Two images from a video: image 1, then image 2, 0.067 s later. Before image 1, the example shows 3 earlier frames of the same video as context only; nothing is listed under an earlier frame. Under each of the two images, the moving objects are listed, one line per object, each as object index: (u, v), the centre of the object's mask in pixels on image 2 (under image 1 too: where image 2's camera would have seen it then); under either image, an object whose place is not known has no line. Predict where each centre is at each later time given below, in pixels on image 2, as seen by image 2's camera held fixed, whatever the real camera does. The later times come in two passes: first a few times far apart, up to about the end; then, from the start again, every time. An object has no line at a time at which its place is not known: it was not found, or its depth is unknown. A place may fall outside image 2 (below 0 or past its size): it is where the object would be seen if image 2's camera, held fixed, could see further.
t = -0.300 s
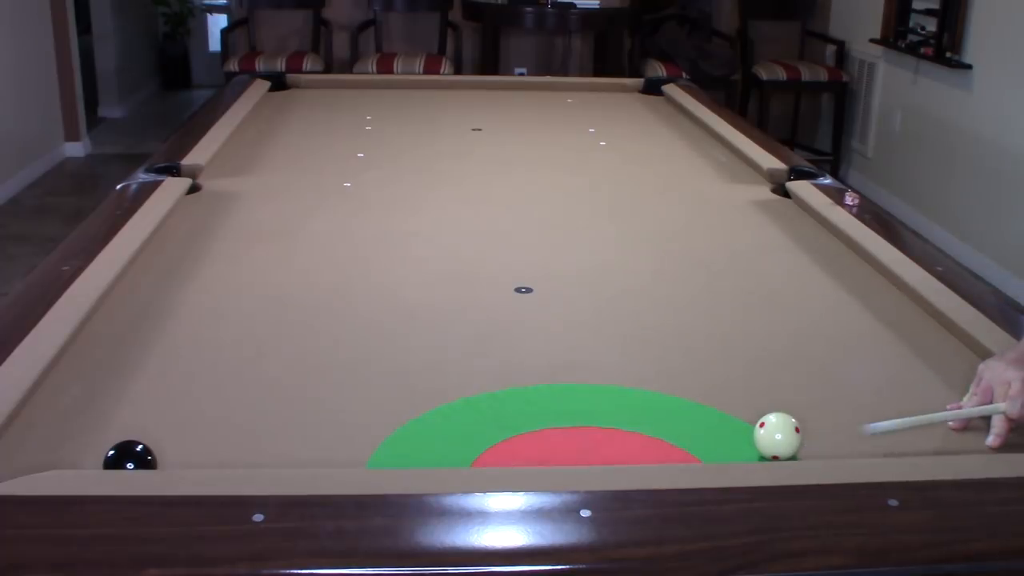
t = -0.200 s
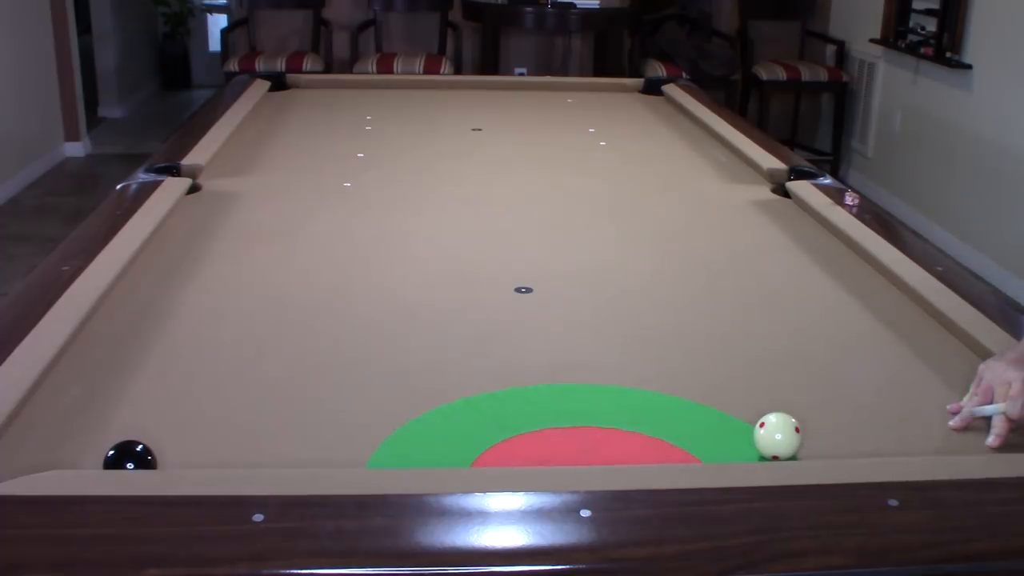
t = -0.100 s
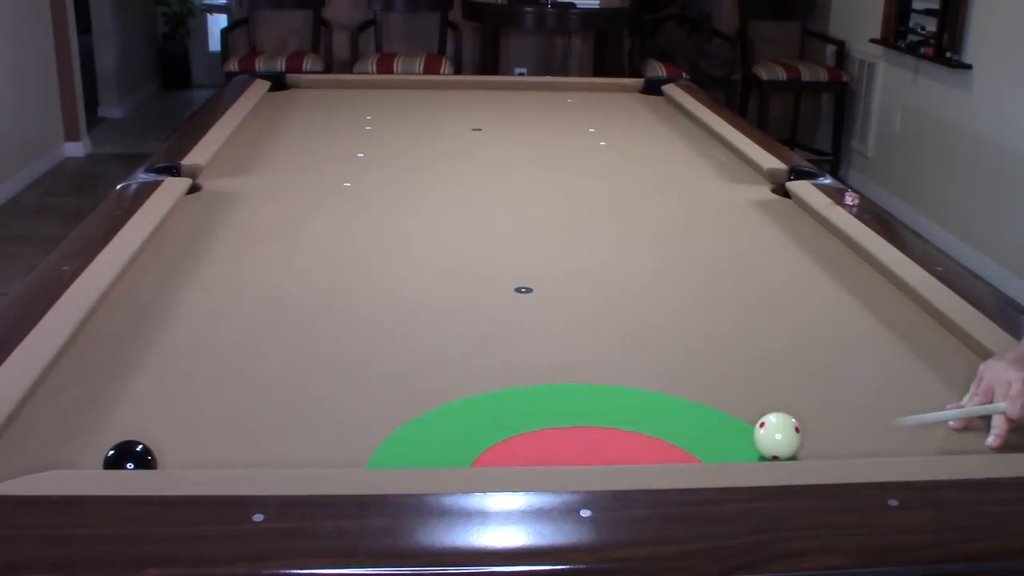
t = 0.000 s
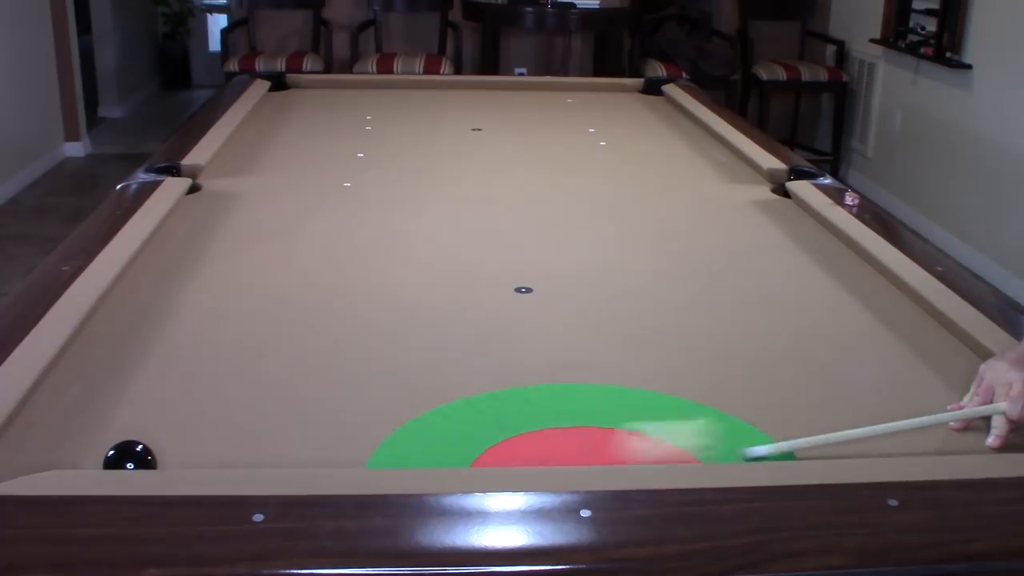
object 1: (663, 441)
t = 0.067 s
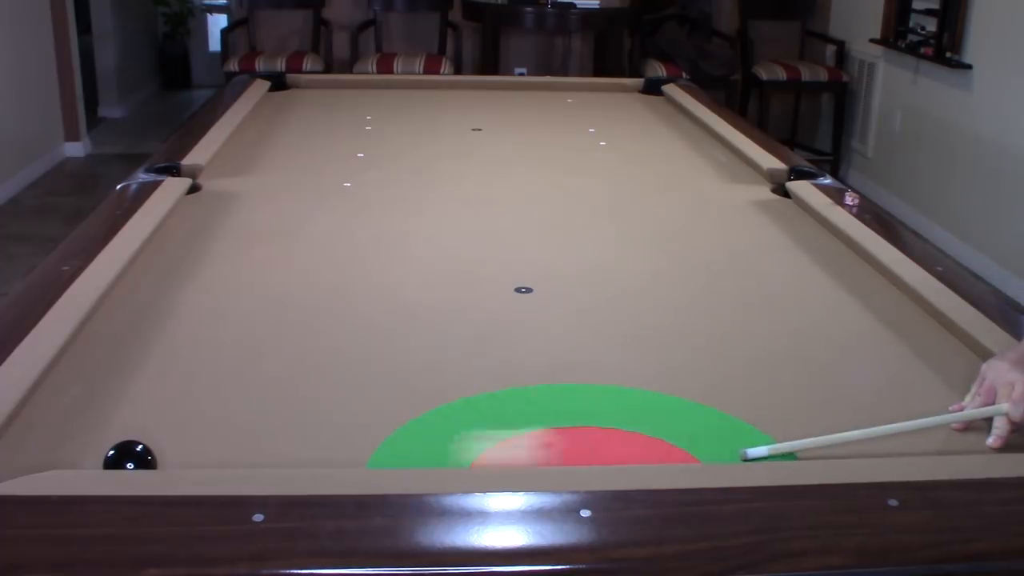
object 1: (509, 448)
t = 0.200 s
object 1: (205, 454)
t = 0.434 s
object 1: (192, 428)
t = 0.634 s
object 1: (198, 403)
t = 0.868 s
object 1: (204, 378)
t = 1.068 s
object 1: (209, 360)
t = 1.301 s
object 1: (215, 342)
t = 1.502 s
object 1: (219, 328)
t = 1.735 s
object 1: (224, 315)
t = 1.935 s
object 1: (228, 305)
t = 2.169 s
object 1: (232, 295)
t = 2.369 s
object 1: (236, 287)
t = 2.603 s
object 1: (241, 280)
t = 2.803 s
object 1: (245, 275)
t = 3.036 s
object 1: (249, 270)
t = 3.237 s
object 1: (253, 267)
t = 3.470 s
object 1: (256, 264)
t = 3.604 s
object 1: (257, 263)
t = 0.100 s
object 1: (427, 450)
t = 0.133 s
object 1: (345, 453)
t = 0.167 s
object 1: (270, 455)
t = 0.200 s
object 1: (205, 454)
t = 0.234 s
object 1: (184, 452)
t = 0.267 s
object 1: (185, 449)
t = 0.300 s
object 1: (187, 446)
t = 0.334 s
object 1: (188, 442)
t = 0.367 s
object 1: (189, 437)
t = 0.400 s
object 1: (190, 432)
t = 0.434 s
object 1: (192, 428)
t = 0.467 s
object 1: (193, 423)
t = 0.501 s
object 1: (194, 419)
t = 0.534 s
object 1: (195, 415)
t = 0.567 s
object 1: (196, 411)
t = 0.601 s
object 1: (197, 407)
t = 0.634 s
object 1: (198, 403)
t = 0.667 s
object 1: (199, 399)
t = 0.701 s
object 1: (200, 396)
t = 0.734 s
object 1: (201, 392)
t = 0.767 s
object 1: (202, 388)
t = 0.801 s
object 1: (203, 385)
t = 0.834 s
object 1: (204, 381)
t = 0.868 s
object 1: (204, 378)
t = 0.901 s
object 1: (205, 375)
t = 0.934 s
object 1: (206, 372)
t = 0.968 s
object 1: (207, 369)
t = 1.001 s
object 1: (208, 366)
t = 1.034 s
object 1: (209, 363)
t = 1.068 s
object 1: (209, 360)
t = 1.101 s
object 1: (210, 357)
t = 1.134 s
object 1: (211, 354)
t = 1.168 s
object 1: (212, 352)
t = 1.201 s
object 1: (213, 349)
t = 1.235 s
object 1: (214, 347)
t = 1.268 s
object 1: (214, 344)
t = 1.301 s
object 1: (215, 342)
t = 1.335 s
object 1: (216, 340)
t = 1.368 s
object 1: (217, 337)
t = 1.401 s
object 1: (217, 335)
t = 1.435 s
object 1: (218, 332)
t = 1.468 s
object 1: (218, 330)
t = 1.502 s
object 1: (219, 328)
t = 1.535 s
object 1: (220, 326)
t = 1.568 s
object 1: (221, 324)
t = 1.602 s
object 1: (222, 322)
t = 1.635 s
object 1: (222, 320)
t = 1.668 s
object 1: (223, 318)
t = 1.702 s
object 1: (224, 317)
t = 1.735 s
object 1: (224, 315)
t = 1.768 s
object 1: (225, 313)
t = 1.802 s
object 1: (226, 311)
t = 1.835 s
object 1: (226, 309)
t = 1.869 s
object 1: (227, 308)
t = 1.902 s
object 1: (228, 306)
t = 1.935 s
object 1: (228, 305)
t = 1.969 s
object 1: (229, 303)
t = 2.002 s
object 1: (229, 302)
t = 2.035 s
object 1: (230, 300)
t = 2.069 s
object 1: (230, 299)
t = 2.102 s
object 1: (231, 297)
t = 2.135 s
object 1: (232, 296)
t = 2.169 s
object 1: (232, 295)
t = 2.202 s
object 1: (233, 294)
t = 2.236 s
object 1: (234, 292)
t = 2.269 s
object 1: (234, 291)
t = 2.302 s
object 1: (235, 290)
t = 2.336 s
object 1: (235, 289)
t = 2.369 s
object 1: (236, 287)
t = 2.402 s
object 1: (236, 286)
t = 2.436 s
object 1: (237, 285)
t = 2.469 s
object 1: (238, 284)
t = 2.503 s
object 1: (238, 283)
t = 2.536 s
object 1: (239, 282)
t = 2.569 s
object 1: (240, 281)
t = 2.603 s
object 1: (241, 280)
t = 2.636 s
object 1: (241, 279)
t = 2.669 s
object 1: (242, 278)
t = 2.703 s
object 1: (243, 278)
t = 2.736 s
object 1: (244, 276)
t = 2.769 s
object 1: (244, 276)
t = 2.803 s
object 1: (245, 275)
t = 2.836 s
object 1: (245, 274)
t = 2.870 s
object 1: (246, 273)
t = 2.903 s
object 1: (246, 273)
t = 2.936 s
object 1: (247, 272)
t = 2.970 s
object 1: (248, 271)
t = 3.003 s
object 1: (248, 271)
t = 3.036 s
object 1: (249, 270)
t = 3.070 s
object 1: (250, 269)
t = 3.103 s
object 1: (250, 269)
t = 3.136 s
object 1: (251, 268)
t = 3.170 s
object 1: (252, 268)
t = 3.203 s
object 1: (253, 267)
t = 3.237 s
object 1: (253, 267)
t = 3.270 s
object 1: (254, 266)
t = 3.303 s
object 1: (254, 266)
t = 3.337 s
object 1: (254, 265)
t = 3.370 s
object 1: (255, 265)
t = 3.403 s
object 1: (255, 265)
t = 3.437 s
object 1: (255, 264)
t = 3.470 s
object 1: (256, 264)
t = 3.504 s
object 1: (256, 264)
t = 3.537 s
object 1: (256, 263)
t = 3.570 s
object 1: (257, 263)
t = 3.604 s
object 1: (257, 263)
